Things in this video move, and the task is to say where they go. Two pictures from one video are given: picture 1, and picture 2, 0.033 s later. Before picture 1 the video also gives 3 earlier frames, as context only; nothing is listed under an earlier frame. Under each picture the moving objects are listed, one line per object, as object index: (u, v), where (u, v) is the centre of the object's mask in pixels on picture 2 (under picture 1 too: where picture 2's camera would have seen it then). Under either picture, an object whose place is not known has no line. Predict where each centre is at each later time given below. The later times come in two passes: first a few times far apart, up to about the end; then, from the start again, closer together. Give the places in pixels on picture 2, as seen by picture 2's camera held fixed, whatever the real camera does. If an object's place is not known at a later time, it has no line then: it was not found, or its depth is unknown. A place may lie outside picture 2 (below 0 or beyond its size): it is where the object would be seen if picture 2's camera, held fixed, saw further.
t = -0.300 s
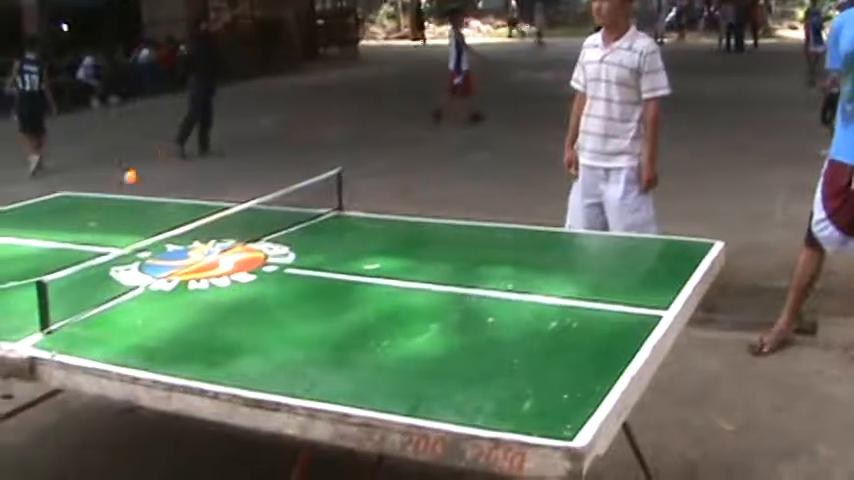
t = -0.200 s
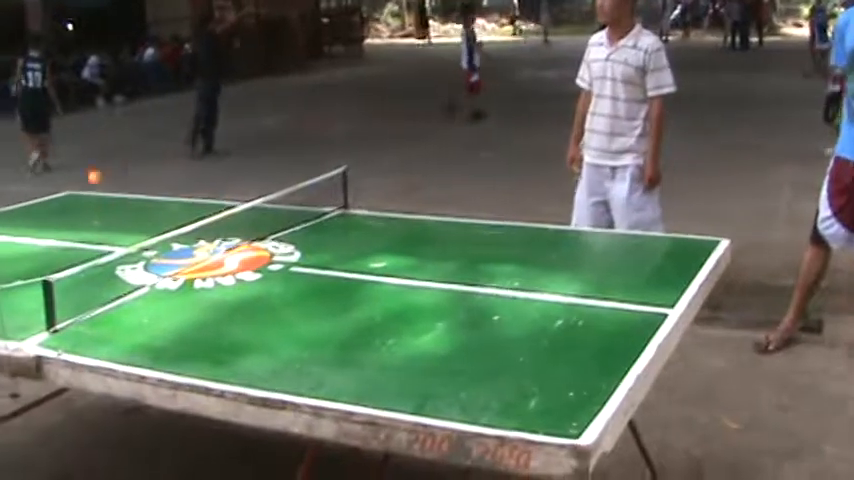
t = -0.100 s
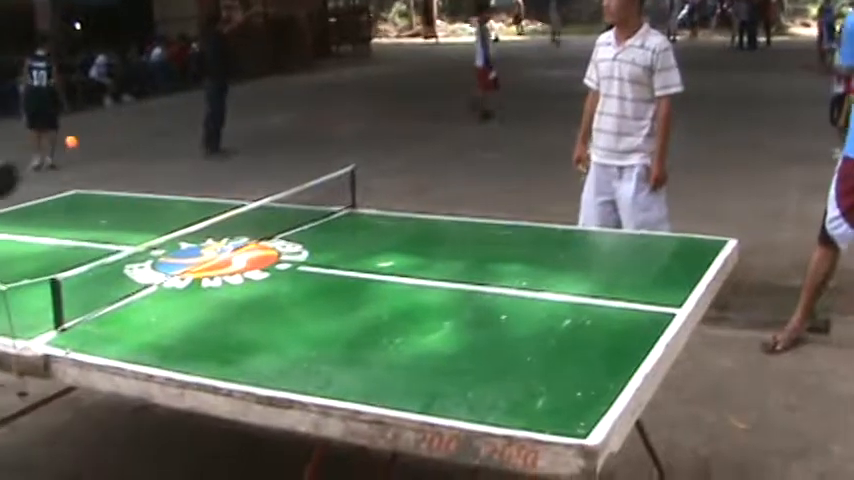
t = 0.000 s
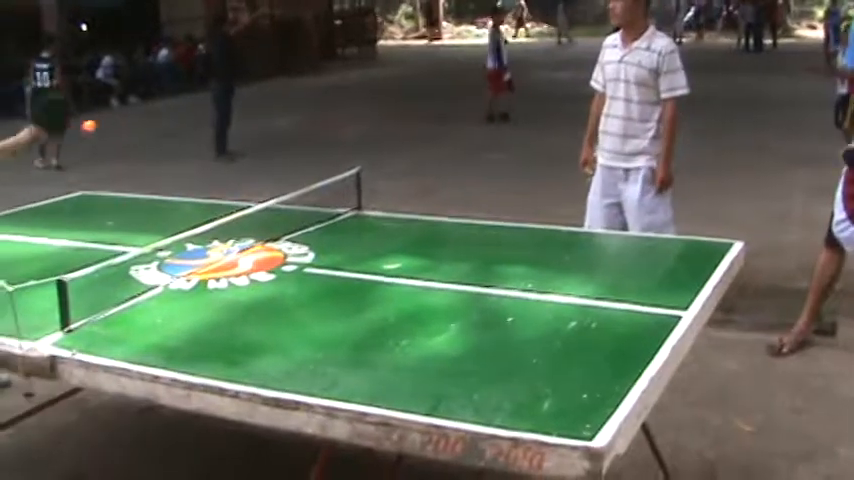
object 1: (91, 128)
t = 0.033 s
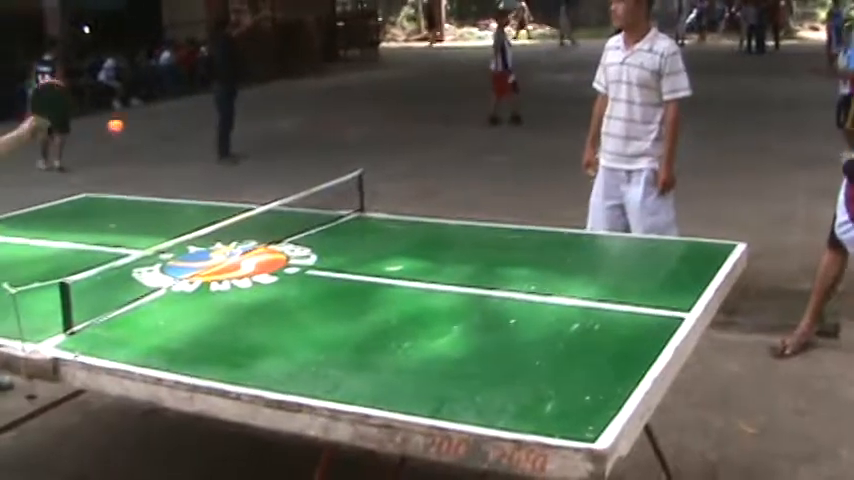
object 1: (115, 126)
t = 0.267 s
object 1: (345, 276)
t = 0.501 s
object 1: (704, 329)
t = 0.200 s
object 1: (266, 196)
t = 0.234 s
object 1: (304, 232)
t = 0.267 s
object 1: (345, 276)
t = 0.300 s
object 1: (385, 302)
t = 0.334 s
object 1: (426, 291)
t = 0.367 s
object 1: (472, 282)
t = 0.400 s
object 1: (522, 281)
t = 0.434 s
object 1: (576, 288)
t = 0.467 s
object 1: (634, 301)
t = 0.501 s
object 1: (704, 329)
